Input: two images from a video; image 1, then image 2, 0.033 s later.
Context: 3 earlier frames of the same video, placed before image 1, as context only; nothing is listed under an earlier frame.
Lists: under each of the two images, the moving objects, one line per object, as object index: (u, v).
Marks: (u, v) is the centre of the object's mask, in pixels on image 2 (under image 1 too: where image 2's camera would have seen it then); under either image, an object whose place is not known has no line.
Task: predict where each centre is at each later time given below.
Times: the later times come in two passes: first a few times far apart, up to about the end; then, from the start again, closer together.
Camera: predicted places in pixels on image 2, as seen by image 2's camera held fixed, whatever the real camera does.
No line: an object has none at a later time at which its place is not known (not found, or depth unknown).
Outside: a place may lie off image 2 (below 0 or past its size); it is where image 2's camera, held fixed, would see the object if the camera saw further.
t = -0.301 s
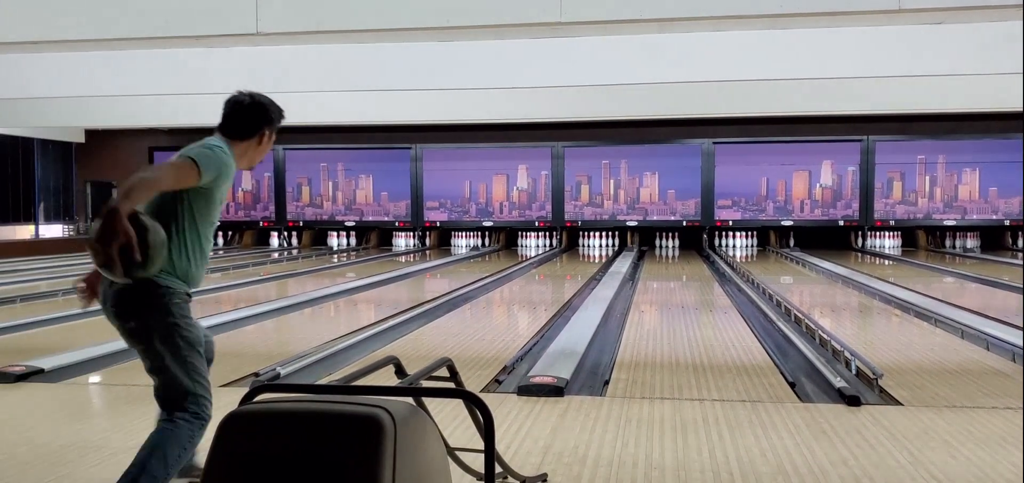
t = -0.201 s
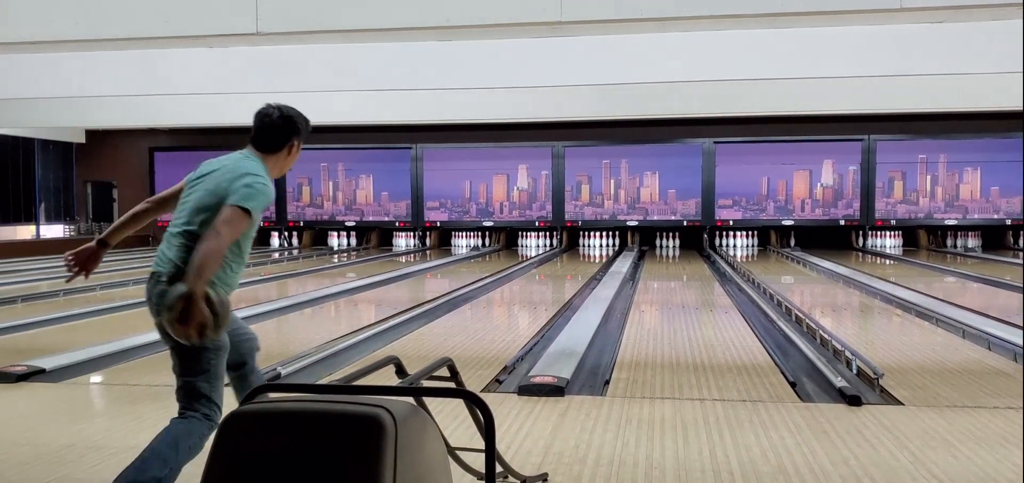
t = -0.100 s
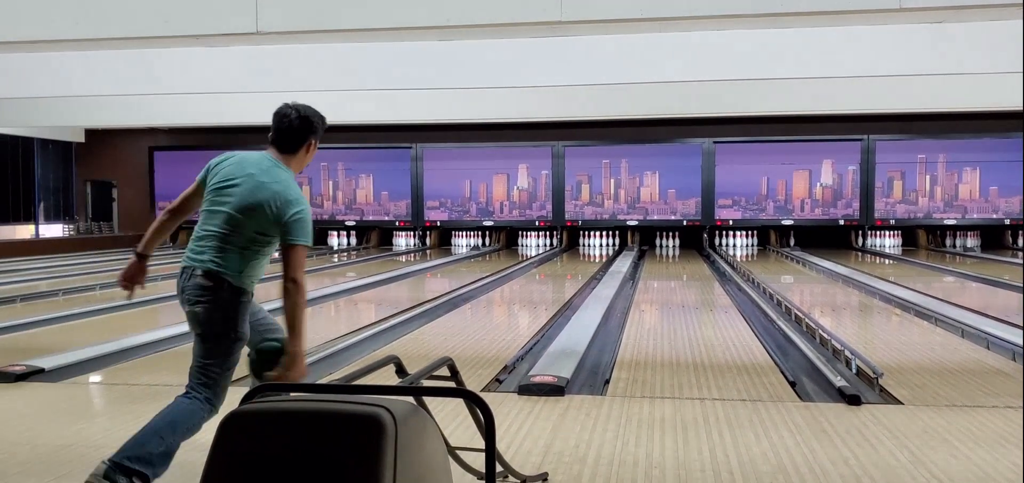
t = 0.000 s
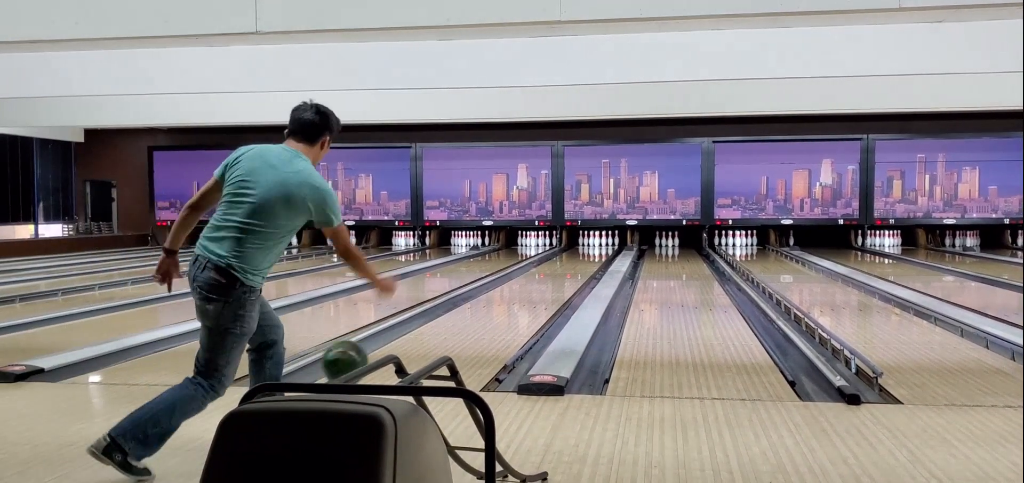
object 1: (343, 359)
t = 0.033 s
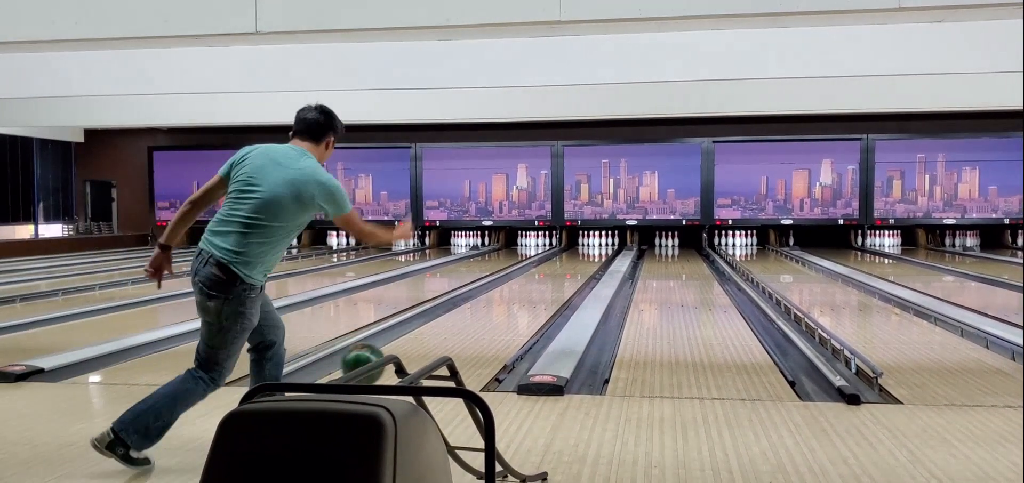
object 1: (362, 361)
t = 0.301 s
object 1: (460, 347)
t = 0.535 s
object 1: (507, 319)
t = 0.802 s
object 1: (539, 298)
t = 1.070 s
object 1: (561, 284)
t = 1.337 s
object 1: (575, 273)
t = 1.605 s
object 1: (584, 265)
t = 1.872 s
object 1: (590, 259)
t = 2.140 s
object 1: (594, 254)
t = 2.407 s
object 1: (595, 250)
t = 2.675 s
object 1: (593, 247)
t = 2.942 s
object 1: (593, 244)
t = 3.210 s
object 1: (592, 242)
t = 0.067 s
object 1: (379, 369)
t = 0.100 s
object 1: (395, 371)
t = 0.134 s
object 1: (405, 370)
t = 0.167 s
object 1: (418, 361)
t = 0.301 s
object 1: (460, 347)
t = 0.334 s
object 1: (468, 343)
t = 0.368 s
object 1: (475, 338)
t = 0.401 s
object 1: (483, 334)
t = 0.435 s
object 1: (489, 330)
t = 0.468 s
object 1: (496, 326)
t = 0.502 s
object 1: (501, 322)
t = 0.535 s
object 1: (507, 319)
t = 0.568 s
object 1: (512, 316)
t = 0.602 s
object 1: (517, 313)
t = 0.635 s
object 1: (521, 310)
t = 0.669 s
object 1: (525, 307)
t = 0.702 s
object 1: (529, 305)
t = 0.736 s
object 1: (533, 303)
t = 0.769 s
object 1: (536, 300)
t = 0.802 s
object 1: (539, 298)
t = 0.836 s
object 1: (543, 296)
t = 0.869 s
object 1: (546, 294)
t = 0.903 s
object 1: (549, 292)
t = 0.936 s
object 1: (551, 290)
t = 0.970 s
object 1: (554, 289)
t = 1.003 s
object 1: (556, 287)
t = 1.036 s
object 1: (559, 286)
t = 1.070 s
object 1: (561, 284)
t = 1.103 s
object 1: (563, 283)
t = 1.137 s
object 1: (565, 281)
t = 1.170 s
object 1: (568, 279)
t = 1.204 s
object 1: (570, 277)
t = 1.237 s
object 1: (571, 276)
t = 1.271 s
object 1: (573, 275)
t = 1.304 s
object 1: (574, 274)
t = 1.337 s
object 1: (575, 273)
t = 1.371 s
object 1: (577, 272)
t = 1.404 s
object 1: (578, 271)
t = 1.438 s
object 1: (579, 270)
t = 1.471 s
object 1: (580, 269)
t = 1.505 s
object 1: (581, 268)
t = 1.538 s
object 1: (582, 267)
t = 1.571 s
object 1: (583, 266)
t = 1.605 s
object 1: (584, 265)
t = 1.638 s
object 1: (586, 264)
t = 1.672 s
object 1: (586, 264)
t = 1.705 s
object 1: (587, 263)
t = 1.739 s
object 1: (587, 261)
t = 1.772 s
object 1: (588, 261)
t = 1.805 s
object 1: (589, 260)
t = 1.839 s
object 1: (590, 259)
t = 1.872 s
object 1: (590, 259)
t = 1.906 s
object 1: (591, 258)
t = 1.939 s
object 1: (591, 258)
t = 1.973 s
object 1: (592, 257)
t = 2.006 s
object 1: (593, 256)
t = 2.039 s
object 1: (594, 255)
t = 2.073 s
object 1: (594, 255)
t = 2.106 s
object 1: (594, 254)
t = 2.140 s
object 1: (594, 254)
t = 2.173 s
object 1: (595, 254)
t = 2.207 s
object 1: (595, 253)
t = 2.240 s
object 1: (595, 252)
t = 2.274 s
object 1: (595, 252)
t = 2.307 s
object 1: (595, 252)
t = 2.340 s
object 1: (595, 251)
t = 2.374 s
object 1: (595, 251)
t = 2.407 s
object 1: (595, 250)
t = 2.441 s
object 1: (595, 249)
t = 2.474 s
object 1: (594, 249)
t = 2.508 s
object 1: (594, 248)
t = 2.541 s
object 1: (594, 248)
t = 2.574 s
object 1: (593, 248)
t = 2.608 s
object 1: (594, 248)
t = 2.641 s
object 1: (593, 247)
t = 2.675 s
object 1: (593, 247)
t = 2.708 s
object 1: (594, 246)
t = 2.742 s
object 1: (594, 246)
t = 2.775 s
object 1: (593, 245)
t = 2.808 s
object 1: (594, 245)
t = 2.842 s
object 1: (593, 244)
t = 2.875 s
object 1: (593, 244)
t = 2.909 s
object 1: (593, 244)
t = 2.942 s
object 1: (593, 244)
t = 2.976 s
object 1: (593, 244)
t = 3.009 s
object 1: (593, 243)
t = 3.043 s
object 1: (594, 243)
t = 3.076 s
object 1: (594, 243)
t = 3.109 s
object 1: (594, 243)
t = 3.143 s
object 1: (593, 242)
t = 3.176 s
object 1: (593, 242)
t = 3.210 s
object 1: (592, 242)
